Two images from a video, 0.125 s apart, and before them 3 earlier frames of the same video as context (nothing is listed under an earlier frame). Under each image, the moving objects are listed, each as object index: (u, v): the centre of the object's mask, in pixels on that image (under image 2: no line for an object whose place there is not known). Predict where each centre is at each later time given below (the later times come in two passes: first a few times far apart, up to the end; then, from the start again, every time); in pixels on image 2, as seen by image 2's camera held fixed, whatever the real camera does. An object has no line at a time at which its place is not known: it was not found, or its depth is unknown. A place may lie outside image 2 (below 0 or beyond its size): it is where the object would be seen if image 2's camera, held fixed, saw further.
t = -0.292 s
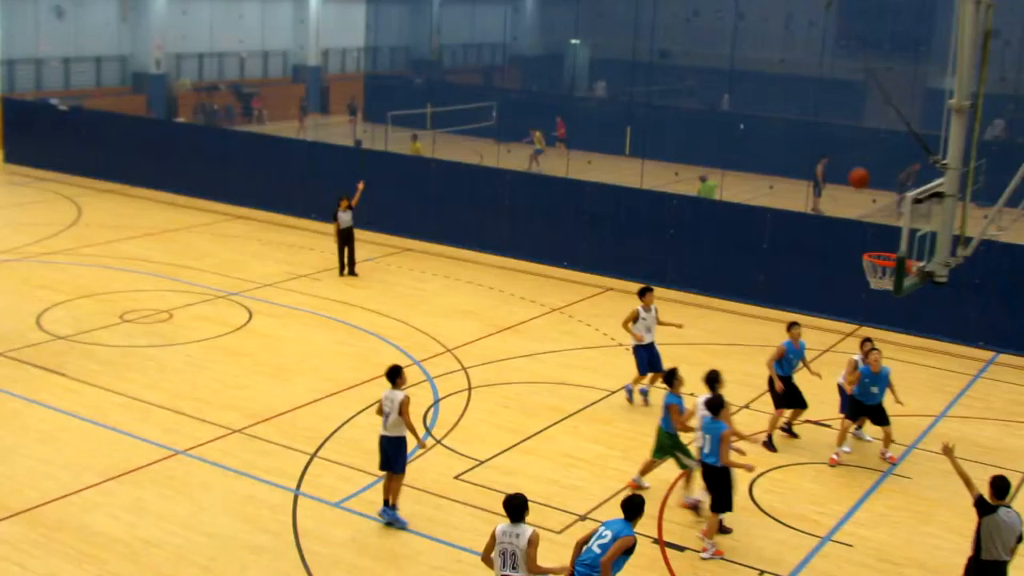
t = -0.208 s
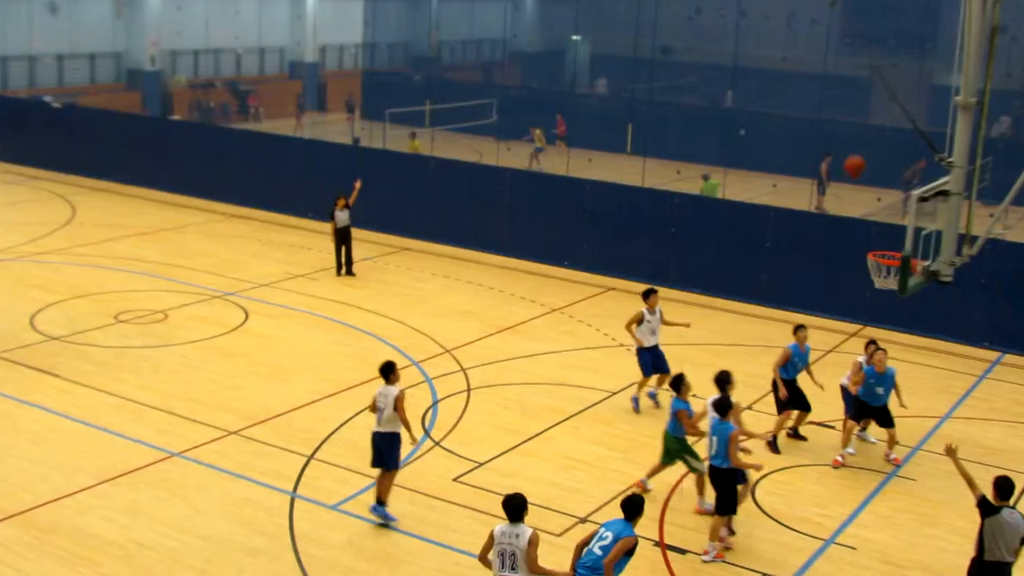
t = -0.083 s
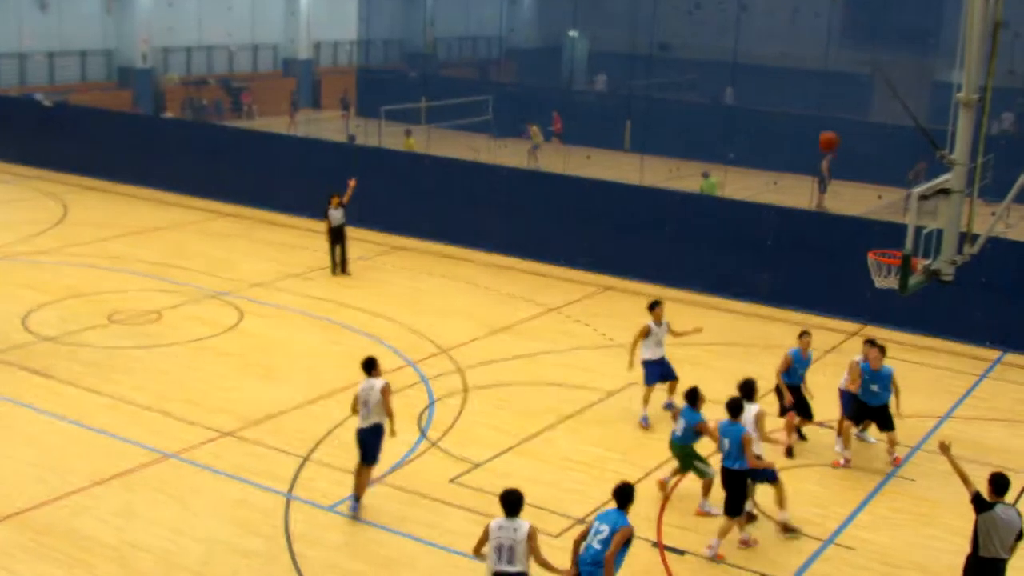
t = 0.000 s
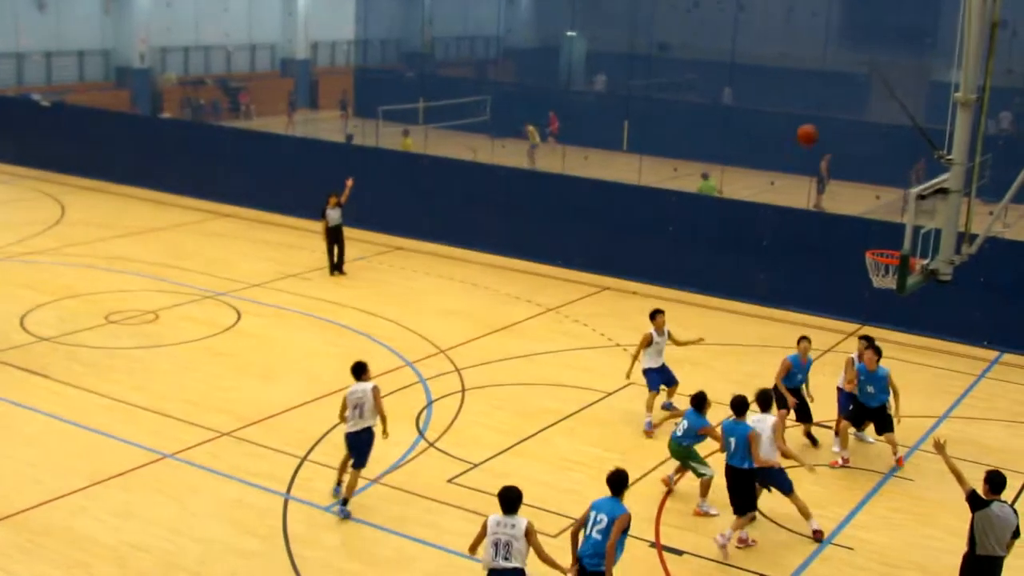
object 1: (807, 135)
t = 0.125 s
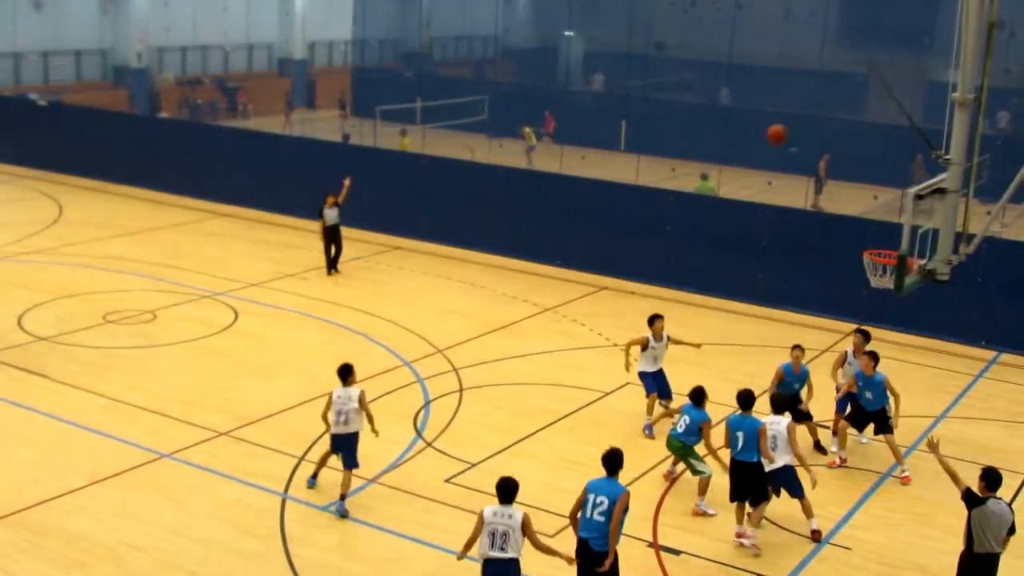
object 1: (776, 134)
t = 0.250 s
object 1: (747, 146)
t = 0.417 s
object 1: (709, 183)
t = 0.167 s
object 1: (767, 137)
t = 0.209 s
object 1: (757, 141)
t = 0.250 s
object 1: (747, 146)
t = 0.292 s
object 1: (738, 153)
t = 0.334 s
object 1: (728, 162)
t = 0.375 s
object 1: (718, 171)
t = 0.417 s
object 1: (709, 183)
